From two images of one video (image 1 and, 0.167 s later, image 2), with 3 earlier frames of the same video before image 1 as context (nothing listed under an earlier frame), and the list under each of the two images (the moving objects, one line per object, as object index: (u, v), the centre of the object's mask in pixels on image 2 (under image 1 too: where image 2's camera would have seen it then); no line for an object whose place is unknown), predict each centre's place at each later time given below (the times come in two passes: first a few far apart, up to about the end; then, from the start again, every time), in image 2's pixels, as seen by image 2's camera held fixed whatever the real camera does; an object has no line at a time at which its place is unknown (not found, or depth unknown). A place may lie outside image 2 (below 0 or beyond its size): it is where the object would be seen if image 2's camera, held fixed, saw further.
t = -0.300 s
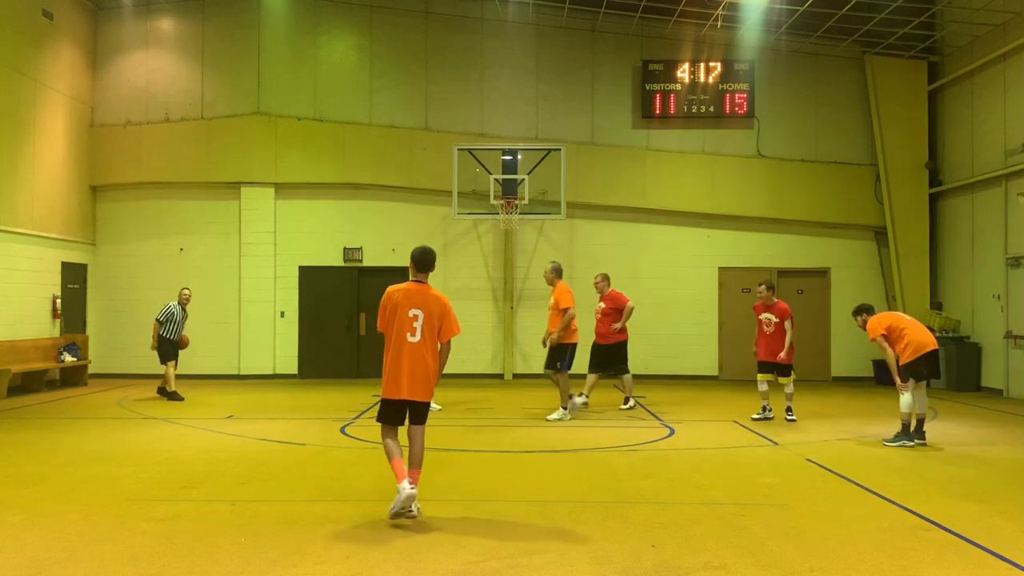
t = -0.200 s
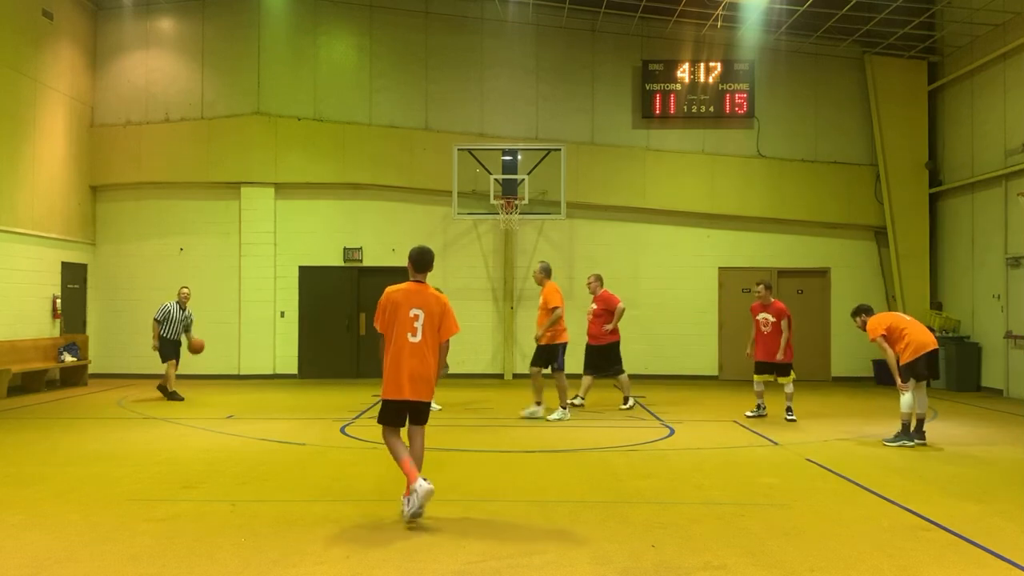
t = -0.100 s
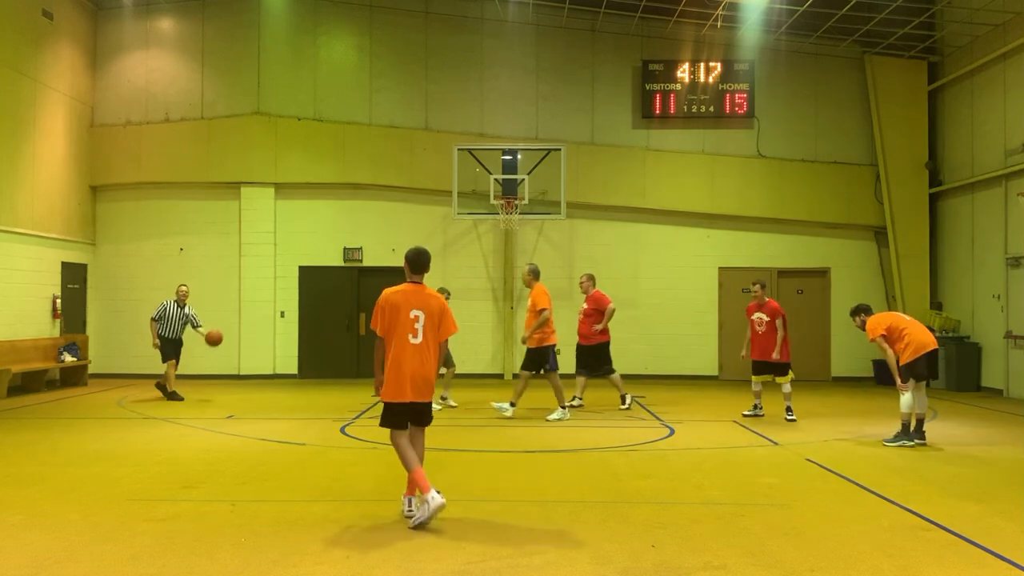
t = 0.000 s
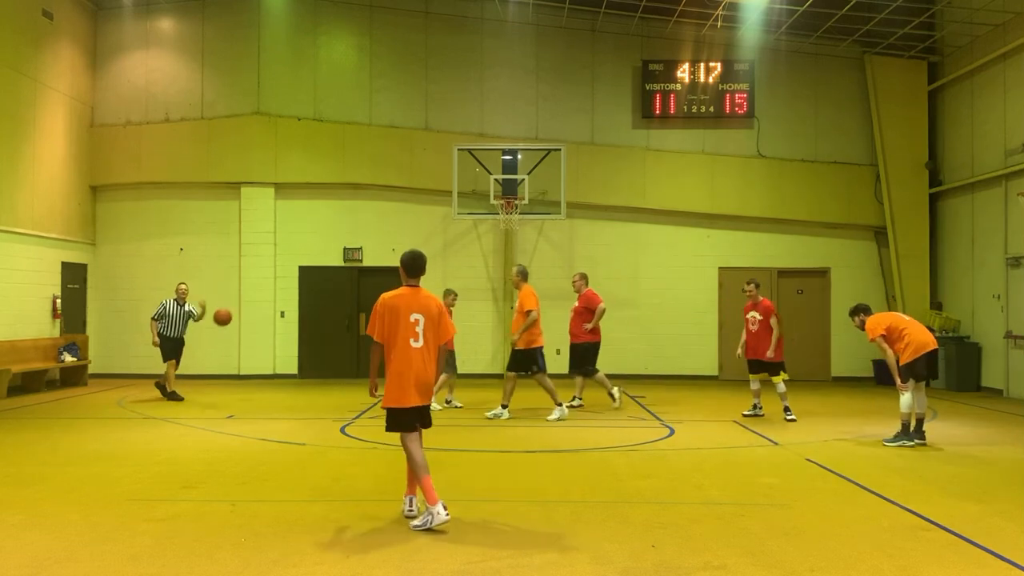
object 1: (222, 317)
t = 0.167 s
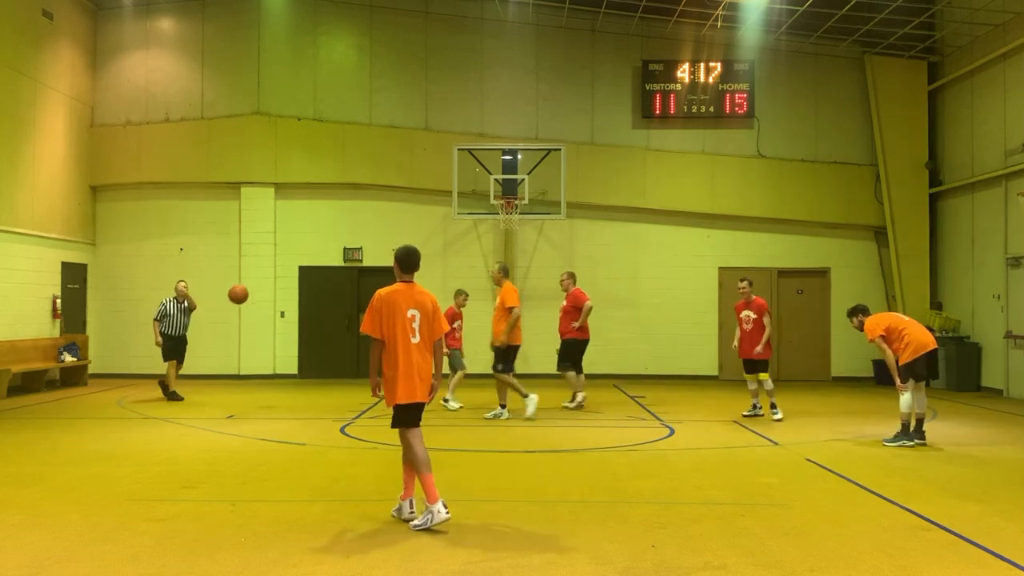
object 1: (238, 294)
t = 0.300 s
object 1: (252, 291)
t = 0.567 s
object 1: (286, 336)
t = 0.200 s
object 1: (241, 292)
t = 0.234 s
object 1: (245, 291)
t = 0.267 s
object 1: (248, 290)
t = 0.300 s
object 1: (252, 291)
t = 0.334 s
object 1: (256, 292)
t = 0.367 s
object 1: (260, 294)
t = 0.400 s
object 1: (264, 298)
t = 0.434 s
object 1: (268, 304)
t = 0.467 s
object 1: (273, 309)
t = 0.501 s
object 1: (277, 317)
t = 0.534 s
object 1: (282, 326)
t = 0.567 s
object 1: (286, 336)
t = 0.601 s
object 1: (293, 349)
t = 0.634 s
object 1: (298, 361)
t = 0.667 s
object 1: (304, 378)
